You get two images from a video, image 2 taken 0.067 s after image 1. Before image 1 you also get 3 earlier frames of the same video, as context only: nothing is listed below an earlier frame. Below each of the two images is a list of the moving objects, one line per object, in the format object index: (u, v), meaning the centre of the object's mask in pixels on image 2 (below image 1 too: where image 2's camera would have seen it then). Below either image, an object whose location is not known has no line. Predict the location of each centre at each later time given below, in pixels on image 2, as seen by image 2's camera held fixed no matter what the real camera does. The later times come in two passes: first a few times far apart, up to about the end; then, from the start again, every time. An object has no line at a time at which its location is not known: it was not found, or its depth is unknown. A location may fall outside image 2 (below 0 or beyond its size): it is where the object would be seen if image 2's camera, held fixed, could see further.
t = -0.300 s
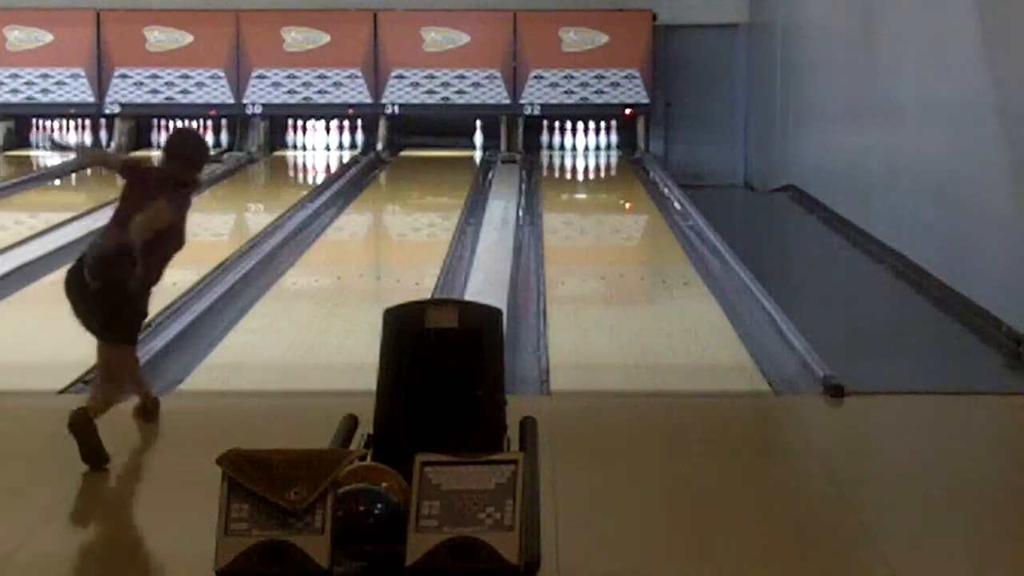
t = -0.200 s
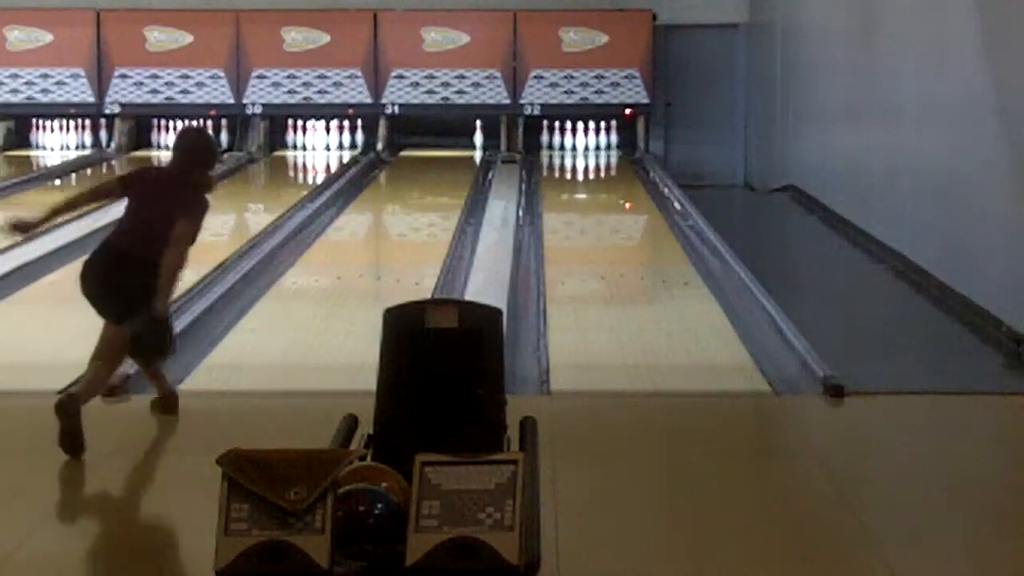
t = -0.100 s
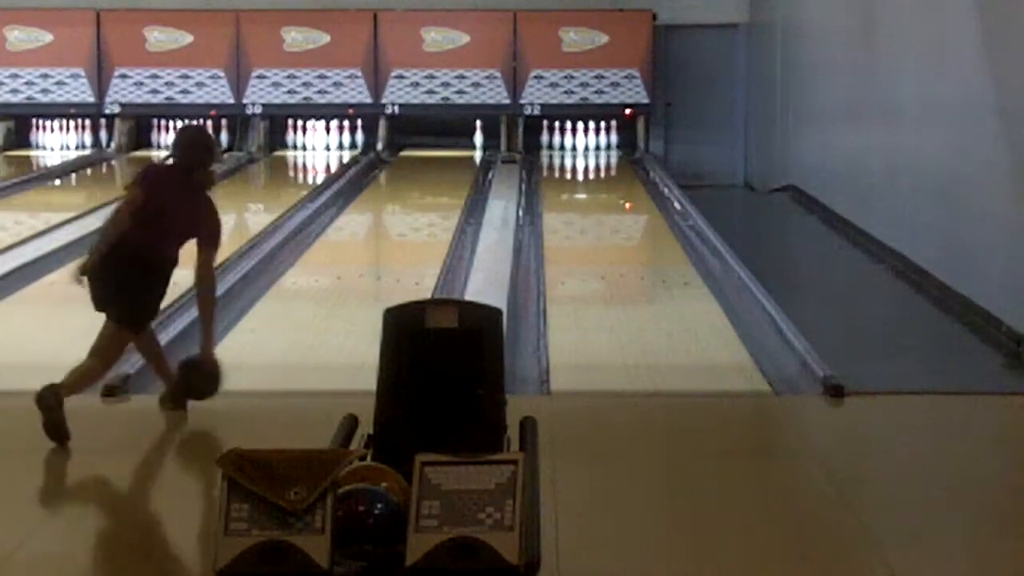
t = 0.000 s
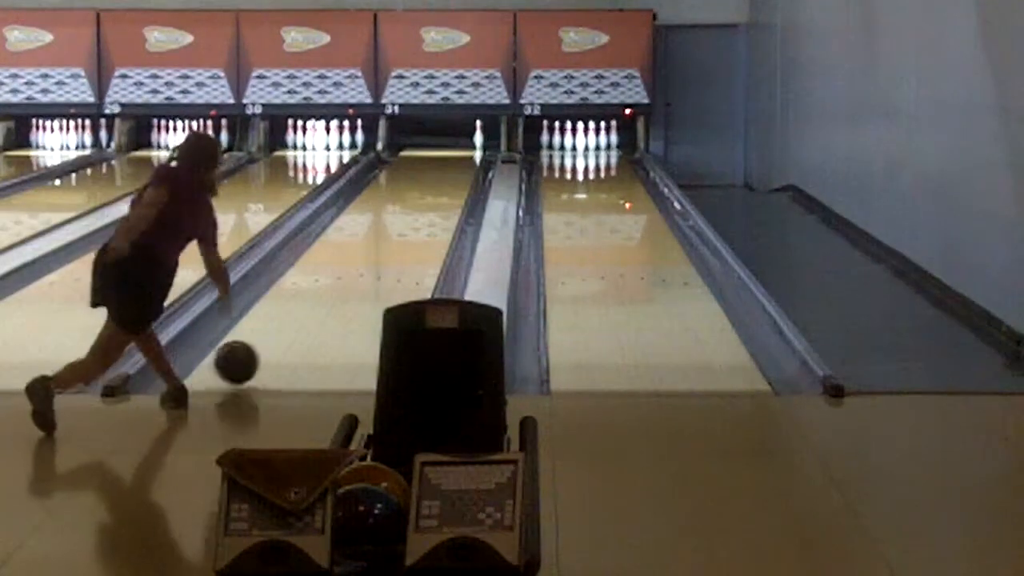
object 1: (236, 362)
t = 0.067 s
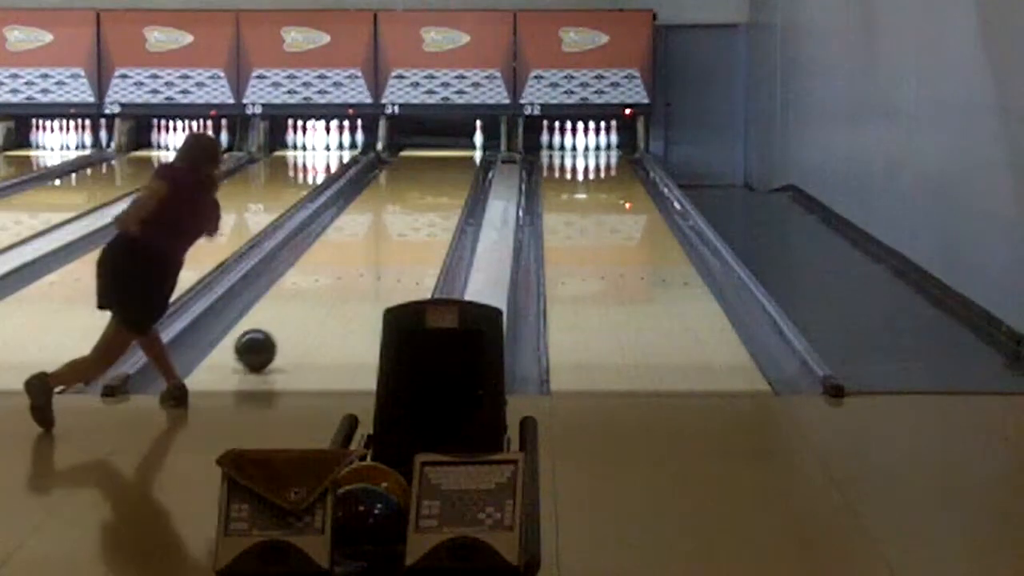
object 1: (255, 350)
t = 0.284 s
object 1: (305, 304)
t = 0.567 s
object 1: (353, 260)
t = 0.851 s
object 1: (388, 230)
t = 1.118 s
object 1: (413, 206)
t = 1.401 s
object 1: (434, 187)
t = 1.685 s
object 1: (450, 173)
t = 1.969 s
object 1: (461, 159)
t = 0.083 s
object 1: (260, 345)
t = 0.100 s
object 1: (264, 341)
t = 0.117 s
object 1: (268, 338)
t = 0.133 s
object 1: (272, 334)
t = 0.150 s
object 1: (276, 331)
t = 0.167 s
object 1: (280, 327)
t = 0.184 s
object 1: (284, 324)
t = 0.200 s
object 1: (288, 321)
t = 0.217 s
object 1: (292, 317)
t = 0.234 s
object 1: (295, 314)
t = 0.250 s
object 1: (299, 311)
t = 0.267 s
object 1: (302, 307)
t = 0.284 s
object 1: (305, 304)
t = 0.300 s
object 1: (309, 301)
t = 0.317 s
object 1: (312, 299)
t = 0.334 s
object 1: (315, 296)
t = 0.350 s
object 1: (318, 292)
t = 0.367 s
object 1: (321, 289)
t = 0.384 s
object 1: (324, 286)
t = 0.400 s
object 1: (327, 284)
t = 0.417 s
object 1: (330, 281)
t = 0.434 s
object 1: (333, 279)
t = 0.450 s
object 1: (335, 276)
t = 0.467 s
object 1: (338, 274)
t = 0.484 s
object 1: (341, 272)
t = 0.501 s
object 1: (343, 270)
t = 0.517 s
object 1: (346, 267)
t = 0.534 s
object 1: (348, 265)
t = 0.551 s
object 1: (351, 262)
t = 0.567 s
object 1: (353, 260)
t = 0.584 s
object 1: (356, 258)
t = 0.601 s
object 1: (358, 257)
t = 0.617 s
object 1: (361, 255)
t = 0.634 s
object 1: (363, 253)
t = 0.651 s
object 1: (365, 251)
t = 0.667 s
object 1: (367, 249)
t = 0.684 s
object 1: (369, 247)
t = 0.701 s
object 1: (371, 245)
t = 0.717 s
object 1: (373, 243)
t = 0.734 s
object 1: (375, 242)
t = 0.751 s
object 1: (377, 240)
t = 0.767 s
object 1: (379, 238)
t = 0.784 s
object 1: (381, 236)
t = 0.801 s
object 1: (383, 235)
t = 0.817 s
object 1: (384, 233)
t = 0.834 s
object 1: (386, 231)
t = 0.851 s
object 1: (388, 230)
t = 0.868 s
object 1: (390, 228)
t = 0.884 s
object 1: (392, 226)
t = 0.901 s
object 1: (393, 224)
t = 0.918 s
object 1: (395, 223)
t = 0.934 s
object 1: (397, 221)
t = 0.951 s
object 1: (398, 219)
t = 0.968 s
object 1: (400, 218)
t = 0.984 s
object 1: (401, 217)
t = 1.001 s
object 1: (403, 215)
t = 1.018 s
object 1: (404, 214)
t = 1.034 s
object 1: (406, 213)
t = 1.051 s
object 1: (407, 212)
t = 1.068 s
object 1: (409, 210)
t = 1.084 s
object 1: (411, 209)
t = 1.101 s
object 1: (412, 208)
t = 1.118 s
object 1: (413, 206)
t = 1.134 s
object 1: (414, 204)
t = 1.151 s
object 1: (415, 203)
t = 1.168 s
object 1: (417, 202)
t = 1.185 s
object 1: (419, 201)
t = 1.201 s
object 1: (420, 200)
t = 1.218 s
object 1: (421, 198)
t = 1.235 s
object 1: (422, 197)
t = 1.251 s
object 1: (424, 196)
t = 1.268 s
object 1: (425, 195)
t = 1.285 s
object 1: (426, 194)
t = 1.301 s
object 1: (427, 193)
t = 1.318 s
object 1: (428, 192)
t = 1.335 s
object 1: (429, 190)
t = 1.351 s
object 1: (430, 189)
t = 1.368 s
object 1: (432, 189)
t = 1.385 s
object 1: (433, 188)
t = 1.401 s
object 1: (434, 187)
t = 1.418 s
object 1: (435, 186)
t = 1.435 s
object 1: (436, 185)
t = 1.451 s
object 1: (437, 184)
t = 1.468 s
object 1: (438, 183)
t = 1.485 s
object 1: (439, 182)
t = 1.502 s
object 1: (439, 182)
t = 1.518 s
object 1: (441, 180)
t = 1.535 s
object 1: (442, 179)
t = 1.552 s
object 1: (443, 178)
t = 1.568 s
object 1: (444, 177)
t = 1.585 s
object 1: (445, 176)
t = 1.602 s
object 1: (446, 175)
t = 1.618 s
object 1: (446, 176)
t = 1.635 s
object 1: (446, 176)
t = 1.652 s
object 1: (448, 175)
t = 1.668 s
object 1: (449, 174)
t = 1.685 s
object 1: (450, 173)
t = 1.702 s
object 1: (452, 170)
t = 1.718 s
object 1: (451, 170)
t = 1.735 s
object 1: (453, 169)
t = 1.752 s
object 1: (453, 169)
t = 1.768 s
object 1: (453, 169)
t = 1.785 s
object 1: (455, 167)
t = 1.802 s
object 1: (456, 166)
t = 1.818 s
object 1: (456, 165)
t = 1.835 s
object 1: (456, 165)
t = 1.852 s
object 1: (456, 164)
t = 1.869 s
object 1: (458, 163)
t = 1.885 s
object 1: (459, 161)
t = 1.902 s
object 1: (460, 161)
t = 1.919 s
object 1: (460, 160)
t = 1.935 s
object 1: (460, 160)
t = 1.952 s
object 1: (461, 160)
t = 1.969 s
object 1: (461, 159)
